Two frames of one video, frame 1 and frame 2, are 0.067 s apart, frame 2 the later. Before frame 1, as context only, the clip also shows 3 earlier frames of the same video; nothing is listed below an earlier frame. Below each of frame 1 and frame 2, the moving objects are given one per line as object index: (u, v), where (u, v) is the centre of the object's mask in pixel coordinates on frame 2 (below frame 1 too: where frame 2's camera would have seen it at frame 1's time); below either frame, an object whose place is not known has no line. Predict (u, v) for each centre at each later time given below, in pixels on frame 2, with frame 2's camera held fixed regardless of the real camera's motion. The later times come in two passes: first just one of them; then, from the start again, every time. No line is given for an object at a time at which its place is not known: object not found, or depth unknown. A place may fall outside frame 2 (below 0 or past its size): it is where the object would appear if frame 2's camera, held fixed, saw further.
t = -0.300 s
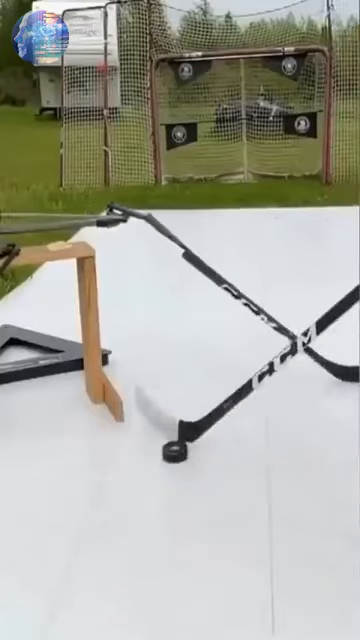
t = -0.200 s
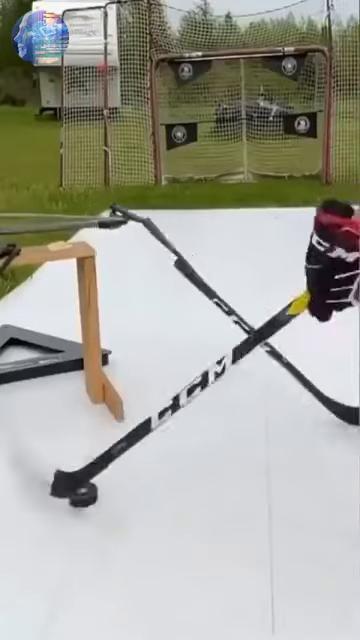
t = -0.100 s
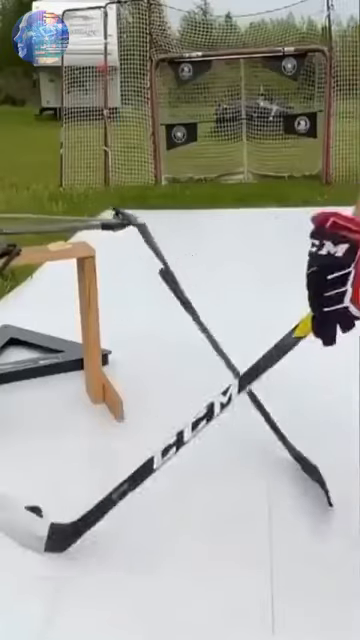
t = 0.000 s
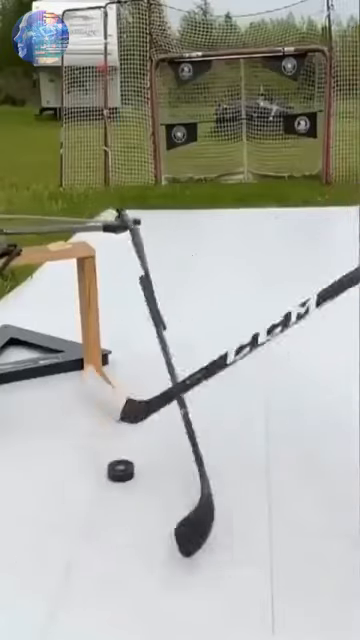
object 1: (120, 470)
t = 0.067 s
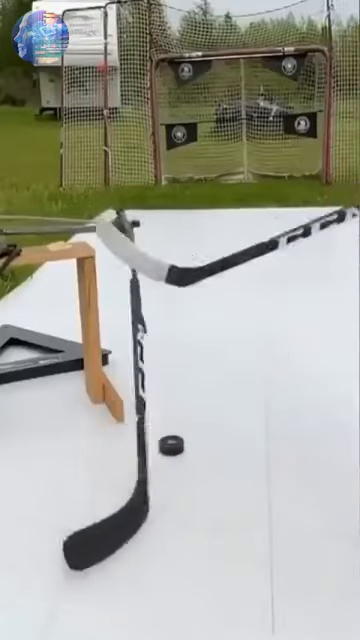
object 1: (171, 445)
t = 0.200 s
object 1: (246, 408)
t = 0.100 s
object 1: (192, 434)
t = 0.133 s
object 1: (212, 425)
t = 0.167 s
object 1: (230, 416)
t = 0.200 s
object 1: (246, 408)
